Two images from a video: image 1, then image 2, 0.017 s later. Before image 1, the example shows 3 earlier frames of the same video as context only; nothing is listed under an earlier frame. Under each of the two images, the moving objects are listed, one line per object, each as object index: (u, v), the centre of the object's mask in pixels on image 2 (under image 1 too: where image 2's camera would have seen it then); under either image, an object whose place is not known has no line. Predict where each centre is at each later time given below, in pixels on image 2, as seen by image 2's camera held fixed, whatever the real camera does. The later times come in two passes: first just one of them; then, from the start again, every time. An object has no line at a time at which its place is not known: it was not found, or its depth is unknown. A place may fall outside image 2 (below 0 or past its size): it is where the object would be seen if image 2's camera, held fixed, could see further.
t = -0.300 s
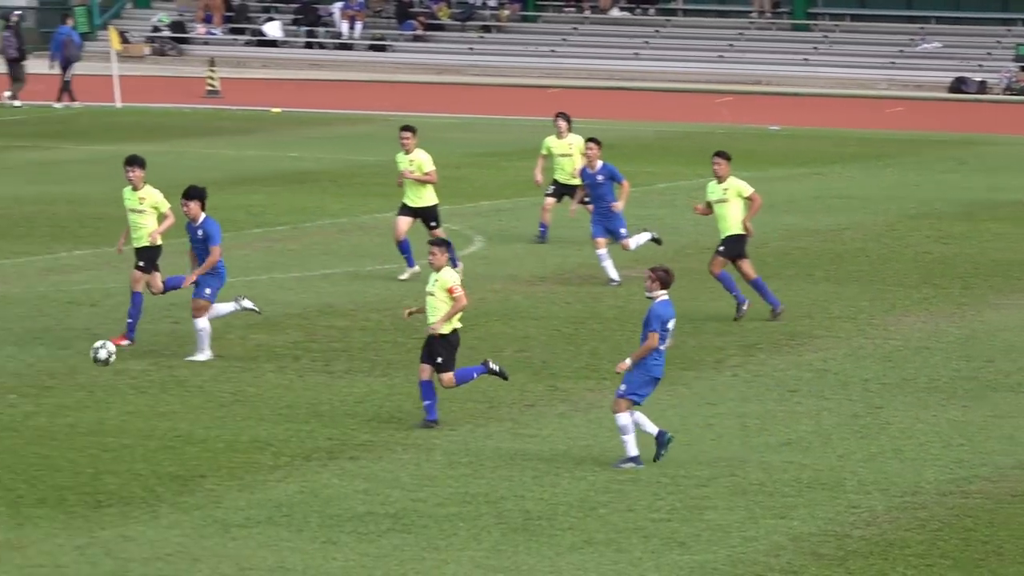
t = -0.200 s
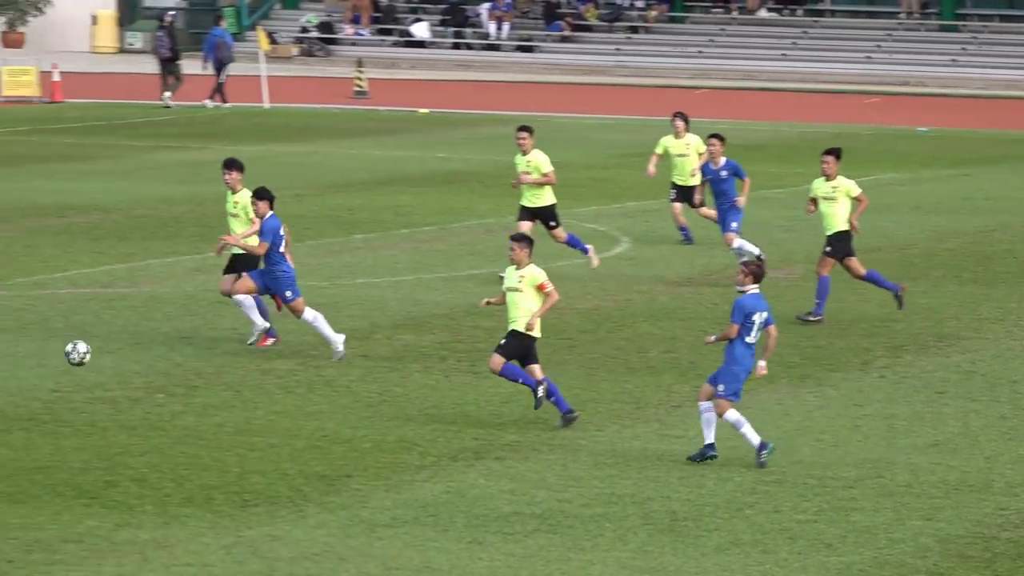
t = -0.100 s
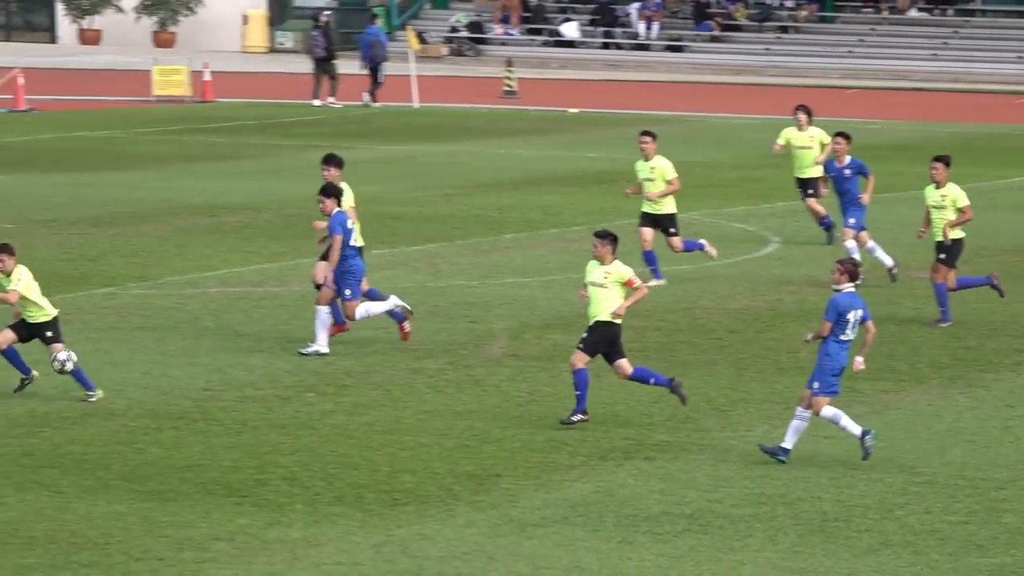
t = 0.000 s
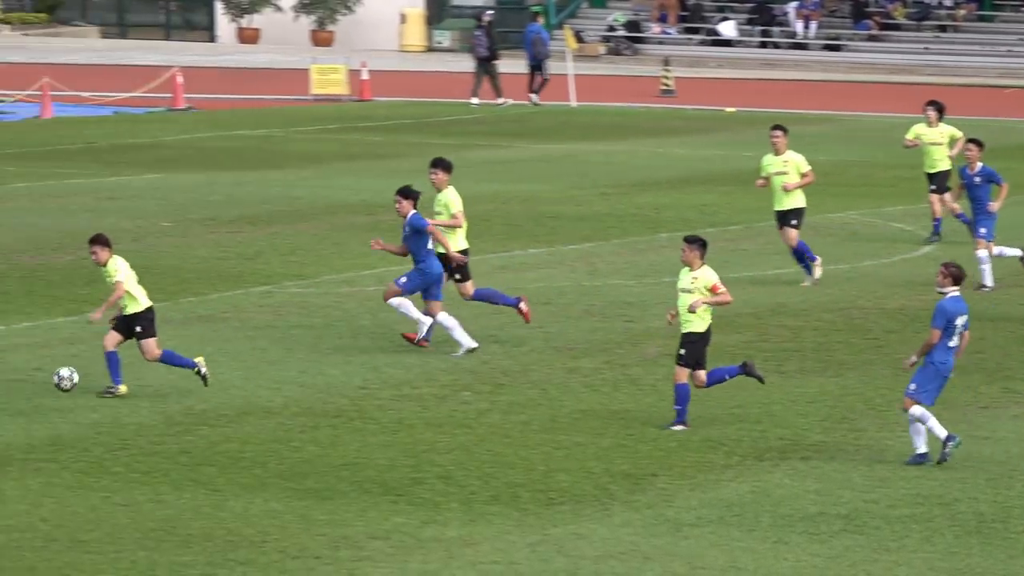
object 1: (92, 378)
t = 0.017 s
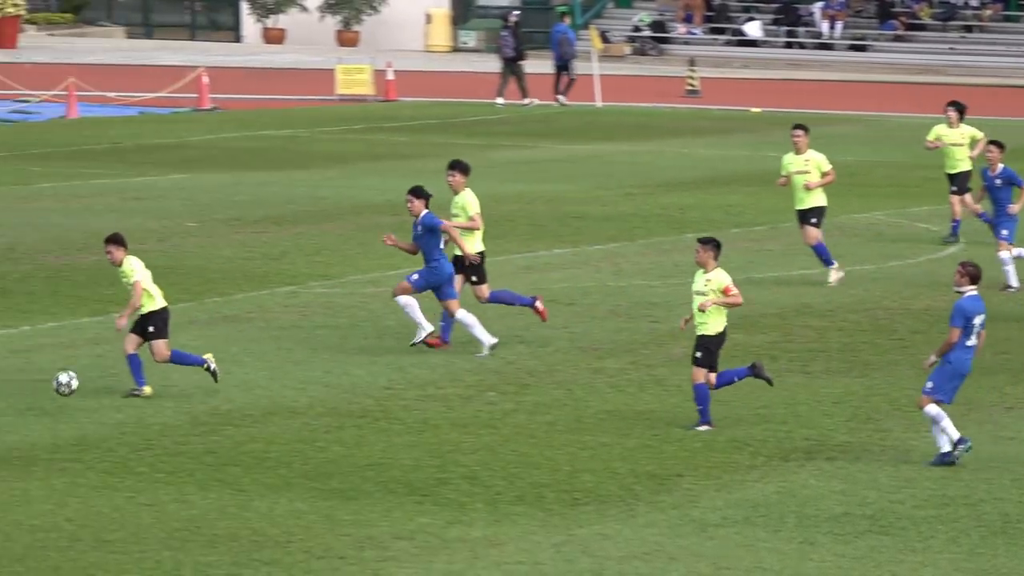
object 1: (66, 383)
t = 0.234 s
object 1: (-203, 361)
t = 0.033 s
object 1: (39, 388)
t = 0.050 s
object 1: (13, 393)
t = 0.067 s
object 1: (-12, 398)
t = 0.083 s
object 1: (-34, 396)
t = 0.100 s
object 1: (-53, 391)
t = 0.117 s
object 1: (-72, 385)
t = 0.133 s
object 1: (-90, 381)
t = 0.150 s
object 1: (-109, 376)
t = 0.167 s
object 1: (-127, 372)
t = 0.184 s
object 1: (-146, 368)
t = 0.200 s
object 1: (-165, 366)
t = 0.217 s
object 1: (-184, 364)
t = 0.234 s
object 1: (-203, 361)
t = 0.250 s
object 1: (-222, 359)
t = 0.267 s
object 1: (-241, 357)
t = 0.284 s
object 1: (-261, 357)
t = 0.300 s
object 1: (-280, 356)
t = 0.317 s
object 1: (-299, 356)
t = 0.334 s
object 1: (-319, 357)
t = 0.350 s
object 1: (-339, 358)
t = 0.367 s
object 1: (-358, 359)
